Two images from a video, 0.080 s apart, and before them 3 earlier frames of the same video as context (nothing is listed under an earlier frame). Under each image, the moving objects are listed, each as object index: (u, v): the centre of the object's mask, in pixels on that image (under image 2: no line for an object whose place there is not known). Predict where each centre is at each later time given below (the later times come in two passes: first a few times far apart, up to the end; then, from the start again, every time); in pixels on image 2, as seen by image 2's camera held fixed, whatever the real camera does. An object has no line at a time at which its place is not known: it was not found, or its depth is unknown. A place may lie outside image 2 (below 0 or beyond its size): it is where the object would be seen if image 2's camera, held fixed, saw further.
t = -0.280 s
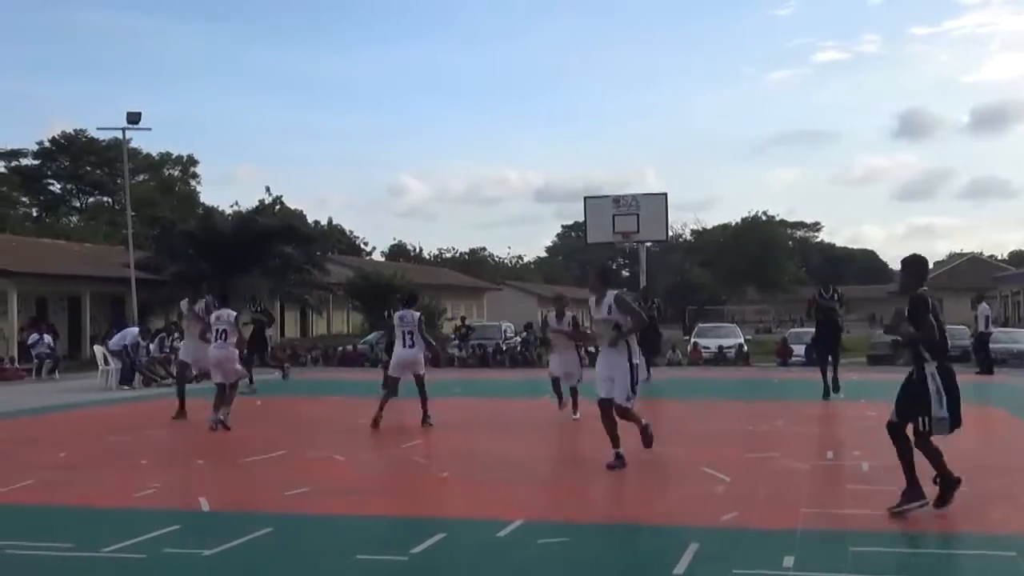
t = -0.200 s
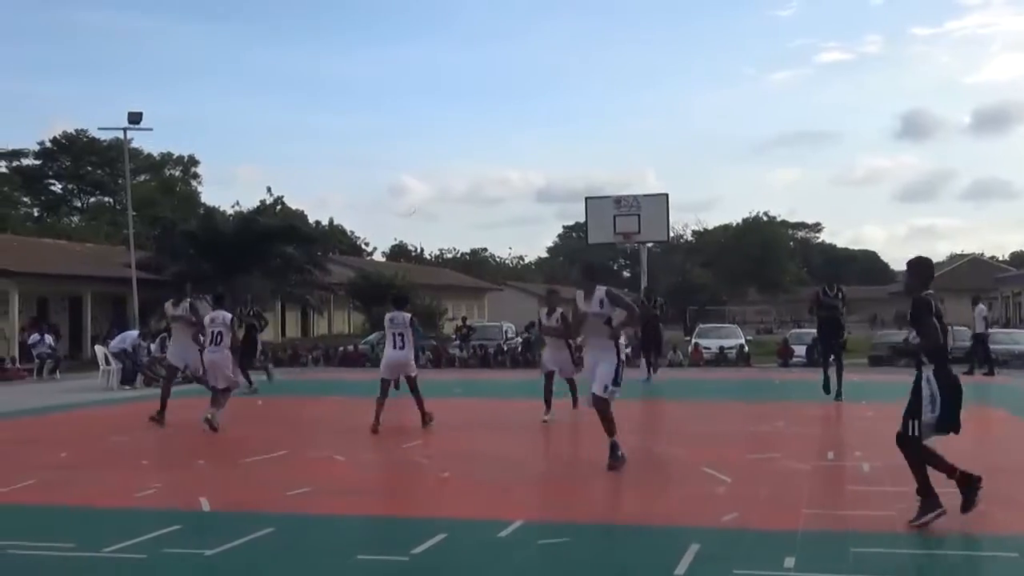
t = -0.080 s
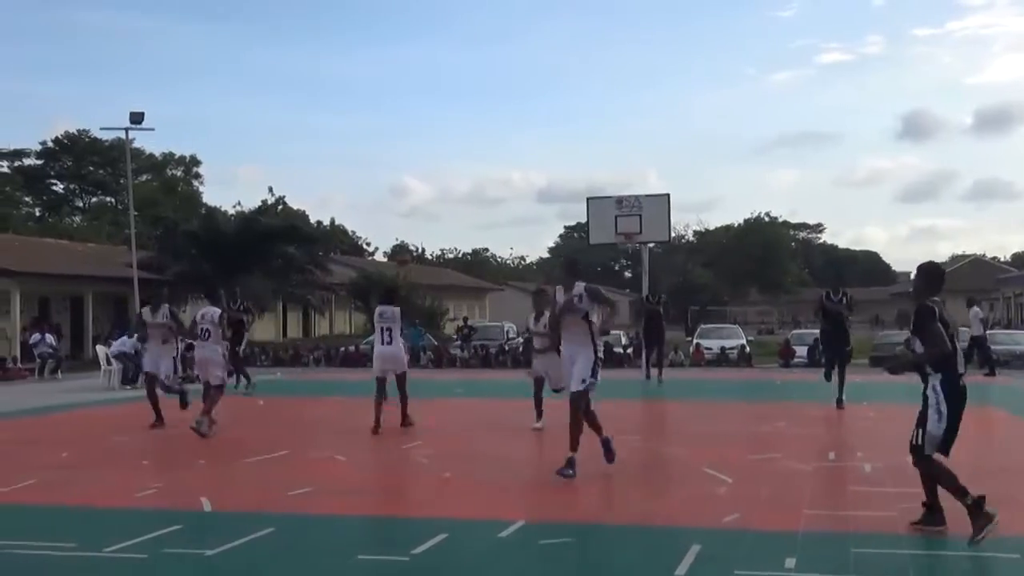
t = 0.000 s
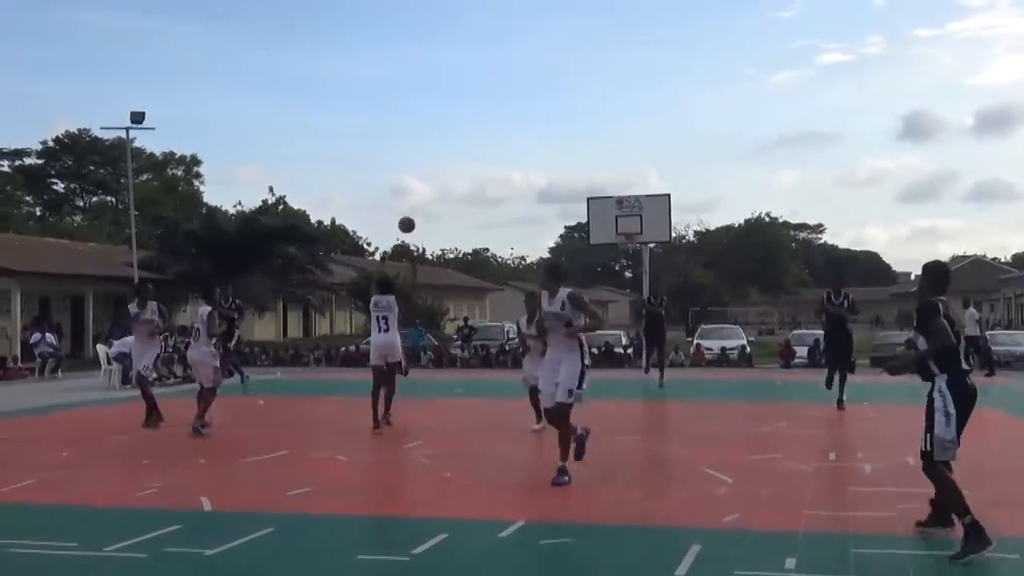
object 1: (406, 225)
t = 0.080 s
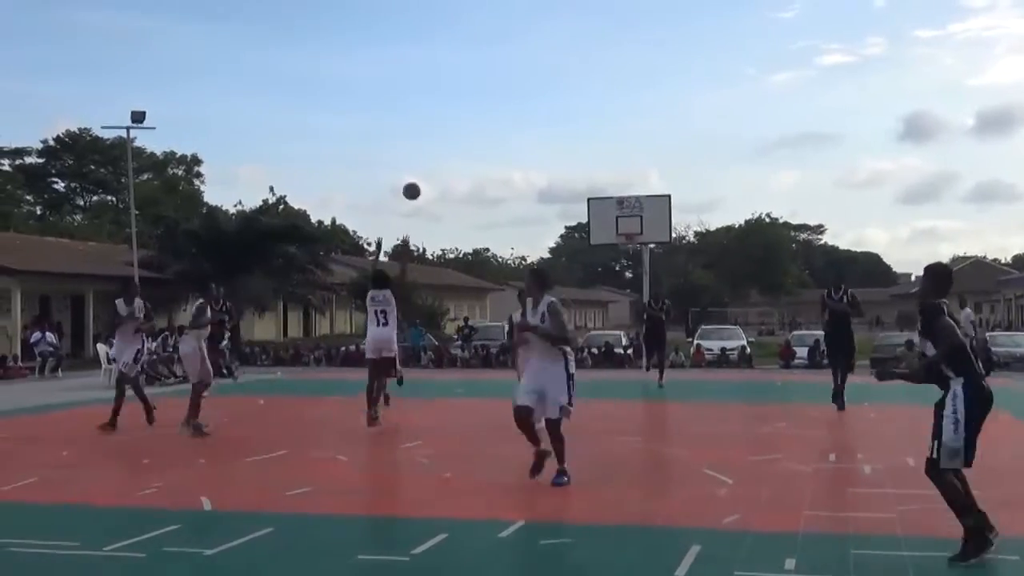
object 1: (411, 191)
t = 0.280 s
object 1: (426, 111)
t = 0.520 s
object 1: (453, 24)
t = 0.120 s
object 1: (414, 175)
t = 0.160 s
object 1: (416, 158)
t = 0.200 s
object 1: (419, 142)
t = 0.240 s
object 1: (422, 126)
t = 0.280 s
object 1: (426, 111)
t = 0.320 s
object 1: (430, 95)
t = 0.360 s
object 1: (434, 80)
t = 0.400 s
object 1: (438, 65)
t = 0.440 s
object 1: (442, 51)
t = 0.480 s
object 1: (447, 37)
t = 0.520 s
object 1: (453, 24)
